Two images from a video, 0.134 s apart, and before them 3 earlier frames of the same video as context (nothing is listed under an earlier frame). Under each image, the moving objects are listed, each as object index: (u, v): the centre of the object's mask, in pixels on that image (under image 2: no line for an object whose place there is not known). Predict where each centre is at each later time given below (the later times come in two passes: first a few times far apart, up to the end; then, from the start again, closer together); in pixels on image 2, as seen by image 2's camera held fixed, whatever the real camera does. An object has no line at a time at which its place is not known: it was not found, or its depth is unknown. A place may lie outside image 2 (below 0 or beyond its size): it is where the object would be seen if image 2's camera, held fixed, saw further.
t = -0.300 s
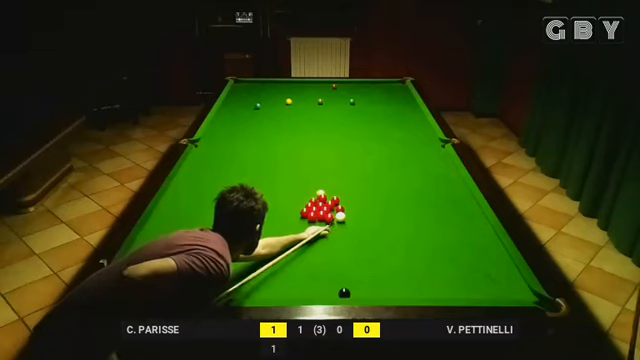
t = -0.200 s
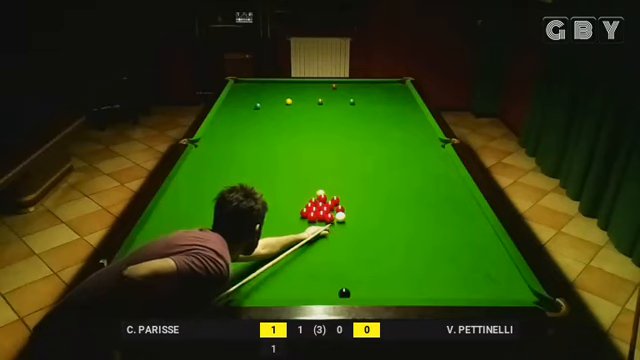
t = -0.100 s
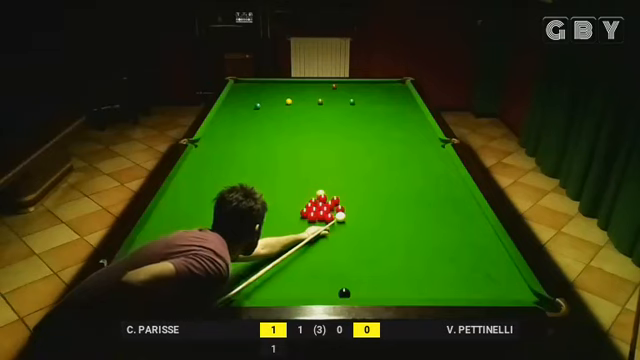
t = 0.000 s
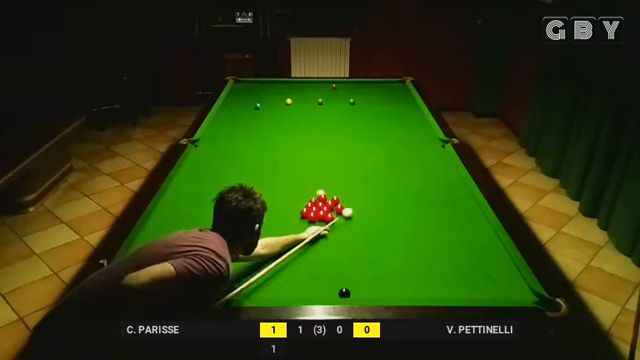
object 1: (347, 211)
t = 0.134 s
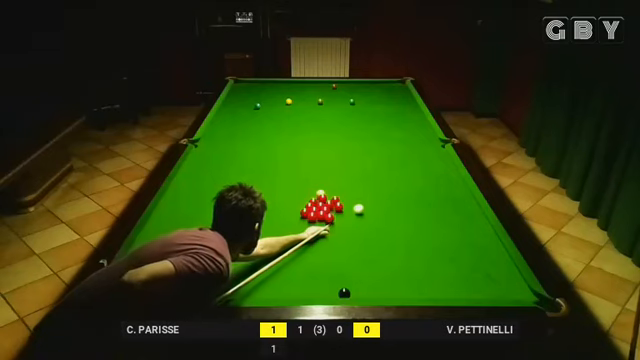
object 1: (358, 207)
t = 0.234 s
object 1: (366, 204)
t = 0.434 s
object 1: (380, 200)
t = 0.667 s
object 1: (396, 194)
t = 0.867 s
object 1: (409, 190)
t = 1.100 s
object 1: (422, 186)
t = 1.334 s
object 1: (435, 182)
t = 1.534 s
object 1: (444, 179)
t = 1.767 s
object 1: (455, 176)
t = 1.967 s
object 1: (451, 174)
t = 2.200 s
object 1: (444, 172)
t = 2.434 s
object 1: (437, 171)
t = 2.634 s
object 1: (432, 169)
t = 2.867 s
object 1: (427, 168)
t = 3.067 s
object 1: (424, 167)
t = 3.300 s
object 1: (420, 166)
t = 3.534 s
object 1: (417, 166)
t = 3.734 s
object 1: (415, 165)
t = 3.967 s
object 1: (414, 165)
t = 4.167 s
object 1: (413, 165)
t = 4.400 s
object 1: (412, 165)
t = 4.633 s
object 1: (413, 165)
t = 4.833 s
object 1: (413, 165)
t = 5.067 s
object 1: (412, 165)
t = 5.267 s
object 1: (413, 165)
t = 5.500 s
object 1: (413, 165)
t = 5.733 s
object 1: (413, 165)
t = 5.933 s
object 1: (413, 165)
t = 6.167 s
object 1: (412, 165)
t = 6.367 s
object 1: (412, 165)
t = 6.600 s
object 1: (412, 165)
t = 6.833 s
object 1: (412, 165)
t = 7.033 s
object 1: (412, 165)
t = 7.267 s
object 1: (412, 165)
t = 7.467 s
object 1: (412, 165)
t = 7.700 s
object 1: (412, 165)
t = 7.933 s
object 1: (412, 165)
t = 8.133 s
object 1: (412, 165)
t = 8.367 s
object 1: (412, 165)
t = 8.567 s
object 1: (412, 165)
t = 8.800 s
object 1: (412, 165)
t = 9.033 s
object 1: (412, 165)
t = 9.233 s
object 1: (412, 165)
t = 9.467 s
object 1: (412, 165)
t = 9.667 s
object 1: (412, 165)
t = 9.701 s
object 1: (412, 165)
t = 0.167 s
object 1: (361, 206)
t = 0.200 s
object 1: (363, 205)
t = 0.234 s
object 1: (366, 204)
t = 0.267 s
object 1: (368, 203)
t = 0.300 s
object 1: (371, 202)
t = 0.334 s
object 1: (373, 202)
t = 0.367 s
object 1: (376, 201)
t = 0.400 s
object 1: (378, 200)
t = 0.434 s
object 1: (380, 200)
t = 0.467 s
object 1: (383, 198)
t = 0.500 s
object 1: (385, 198)
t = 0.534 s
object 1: (388, 197)
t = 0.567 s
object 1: (390, 196)
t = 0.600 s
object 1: (392, 196)
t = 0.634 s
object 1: (394, 195)
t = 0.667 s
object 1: (396, 194)
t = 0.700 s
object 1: (398, 194)
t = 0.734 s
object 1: (400, 193)
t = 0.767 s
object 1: (403, 193)
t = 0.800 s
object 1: (405, 192)
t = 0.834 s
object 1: (407, 191)
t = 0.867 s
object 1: (409, 190)
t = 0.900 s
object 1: (411, 190)
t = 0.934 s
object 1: (413, 189)
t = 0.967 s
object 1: (415, 189)
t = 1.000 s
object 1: (417, 188)
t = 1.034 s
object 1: (419, 187)
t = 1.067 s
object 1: (420, 187)
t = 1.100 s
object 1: (422, 186)
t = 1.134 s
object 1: (424, 186)
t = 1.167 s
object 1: (426, 185)
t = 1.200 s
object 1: (428, 185)
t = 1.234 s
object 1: (429, 184)
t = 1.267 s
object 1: (431, 183)
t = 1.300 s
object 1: (433, 183)
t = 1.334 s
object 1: (435, 182)
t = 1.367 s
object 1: (436, 182)
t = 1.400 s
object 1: (438, 181)
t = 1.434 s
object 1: (440, 181)
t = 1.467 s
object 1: (441, 180)
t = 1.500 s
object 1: (443, 180)
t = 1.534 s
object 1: (444, 179)
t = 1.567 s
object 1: (446, 179)
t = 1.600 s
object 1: (447, 179)
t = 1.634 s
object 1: (449, 178)
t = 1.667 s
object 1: (450, 177)
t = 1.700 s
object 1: (452, 177)
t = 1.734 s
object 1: (453, 176)
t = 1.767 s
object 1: (455, 176)
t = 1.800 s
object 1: (456, 176)
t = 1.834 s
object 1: (456, 175)
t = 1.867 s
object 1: (455, 175)
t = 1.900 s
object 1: (454, 175)
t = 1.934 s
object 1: (453, 174)
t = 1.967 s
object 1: (451, 174)
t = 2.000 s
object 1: (450, 174)
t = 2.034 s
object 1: (449, 174)
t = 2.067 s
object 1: (448, 173)
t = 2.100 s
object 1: (447, 173)
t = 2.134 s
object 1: (446, 173)
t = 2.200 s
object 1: (444, 172)
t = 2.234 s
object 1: (443, 172)
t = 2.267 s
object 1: (442, 172)
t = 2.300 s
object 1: (441, 171)
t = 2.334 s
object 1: (440, 171)
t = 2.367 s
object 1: (439, 171)
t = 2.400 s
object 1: (438, 171)
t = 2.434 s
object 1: (437, 171)
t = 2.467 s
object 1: (436, 170)
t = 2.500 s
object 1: (436, 171)
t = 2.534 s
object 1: (435, 170)
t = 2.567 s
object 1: (434, 170)
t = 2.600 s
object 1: (433, 170)
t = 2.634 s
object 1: (432, 169)
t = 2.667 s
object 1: (432, 169)
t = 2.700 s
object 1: (431, 169)
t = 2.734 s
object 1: (430, 169)
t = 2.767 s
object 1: (430, 169)
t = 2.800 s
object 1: (429, 169)
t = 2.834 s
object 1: (428, 168)
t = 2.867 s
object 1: (427, 168)
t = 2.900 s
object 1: (427, 168)
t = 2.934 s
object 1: (426, 168)
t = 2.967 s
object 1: (425, 168)
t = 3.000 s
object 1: (425, 168)
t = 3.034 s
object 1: (424, 167)
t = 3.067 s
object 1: (424, 167)
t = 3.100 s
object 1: (423, 167)
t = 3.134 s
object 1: (423, 167)
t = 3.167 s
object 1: (422, 167)
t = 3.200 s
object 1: (422, 167)
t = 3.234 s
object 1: (421, 167)
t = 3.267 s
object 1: (421, 167)
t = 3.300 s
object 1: (420, 166)
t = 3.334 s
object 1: (420, 166)
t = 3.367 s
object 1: (419, 166)
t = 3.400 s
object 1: (419, 166)
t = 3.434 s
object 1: (418, 166)
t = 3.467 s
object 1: (418, 166)
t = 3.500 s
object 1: (418, 166)
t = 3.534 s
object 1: (417, 166)
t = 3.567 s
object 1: (417, 166)
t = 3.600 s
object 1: (416, 166)
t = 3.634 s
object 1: (416, 166)
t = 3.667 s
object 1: (416, 165)
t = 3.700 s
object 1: (416, 165)
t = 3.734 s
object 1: (415, 165)
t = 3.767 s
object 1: (415, 165)
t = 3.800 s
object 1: (415, 165)
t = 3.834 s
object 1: (414, 165)
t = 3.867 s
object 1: (414, 165)
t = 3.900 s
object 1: (414, 165)
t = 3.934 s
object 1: (414, 165)
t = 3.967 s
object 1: (414, 165)
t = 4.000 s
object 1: (414, 165)
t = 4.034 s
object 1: (414, 165)
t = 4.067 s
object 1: (414, 165)
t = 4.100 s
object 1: (413, 165)
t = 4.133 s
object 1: (413, 165)
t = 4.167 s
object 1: (413, 165)
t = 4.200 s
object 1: (413, 165)
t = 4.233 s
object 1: (413, 165)
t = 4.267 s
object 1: (413, 165)
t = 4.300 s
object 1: (413, 165)
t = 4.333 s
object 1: (413, 165)
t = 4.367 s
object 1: (413, 165)
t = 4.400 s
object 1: (412, 165)
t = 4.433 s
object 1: (413, 165)
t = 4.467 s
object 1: (413, 165)
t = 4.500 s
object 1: (413, 165)
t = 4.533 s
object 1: (413, 165)
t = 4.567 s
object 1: (413, 165)
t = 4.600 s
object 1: (413, 165)
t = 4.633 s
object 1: (413, 165)
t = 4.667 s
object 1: (413, 165)
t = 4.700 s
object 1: (413, 165)
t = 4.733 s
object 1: (413, 165)
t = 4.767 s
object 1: (413, 165)
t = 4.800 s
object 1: (413, 165)
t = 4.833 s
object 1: (413, 165)
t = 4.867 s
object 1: (413, 165)
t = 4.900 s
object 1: (413, 165)
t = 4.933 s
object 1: (413, 165)
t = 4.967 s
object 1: (413, 165)
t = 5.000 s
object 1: (413, 165)
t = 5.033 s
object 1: (413, 165)
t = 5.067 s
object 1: (412, 165)
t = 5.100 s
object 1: (412, 165)
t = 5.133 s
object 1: (413, 165)
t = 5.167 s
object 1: (413, 165)
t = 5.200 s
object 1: (413, 165)
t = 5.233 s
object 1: (413, 165)
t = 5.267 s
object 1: (413, 165)
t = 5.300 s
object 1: (413, 165)
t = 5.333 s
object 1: (413, 165)
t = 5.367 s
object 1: (413, 165)
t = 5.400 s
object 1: (413, 165)
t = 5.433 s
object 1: (413, 165)
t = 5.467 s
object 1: (413, 165)
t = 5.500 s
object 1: (413, 165)
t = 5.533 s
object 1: (413, 165)
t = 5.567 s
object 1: (413, 165)
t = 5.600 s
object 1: (413, 165)
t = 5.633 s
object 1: (413, 165)
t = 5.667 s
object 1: (413, 165)
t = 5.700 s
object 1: (412, 165)
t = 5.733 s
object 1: (413, 165)
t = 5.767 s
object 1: (412, 165)
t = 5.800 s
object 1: (413, 165)
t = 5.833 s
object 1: (413, 165)
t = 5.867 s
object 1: (413, 165)
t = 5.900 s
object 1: (412, 165)
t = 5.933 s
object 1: (413, 165)
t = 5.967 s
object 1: (412, 165)
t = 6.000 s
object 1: (413, 165)
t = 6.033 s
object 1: (413, 165)
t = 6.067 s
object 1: (413, 165)
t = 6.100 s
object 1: (413, 165)
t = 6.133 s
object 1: (412, 165)
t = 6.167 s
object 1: (412, 165)
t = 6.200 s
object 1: (412, 165)
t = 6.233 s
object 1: (412, 165)
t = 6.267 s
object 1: (412, 165)
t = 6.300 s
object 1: (412, 165)
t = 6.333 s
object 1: (412, 165)
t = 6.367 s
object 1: (412, 165)
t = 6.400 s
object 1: (412, 165)
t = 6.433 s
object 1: (412, 165)
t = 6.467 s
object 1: (412, 165)
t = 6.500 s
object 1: (412, 165)
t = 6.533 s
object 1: (412, 165)
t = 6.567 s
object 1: (412, 165)
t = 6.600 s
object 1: (412, 165)
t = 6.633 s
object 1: (412, 165)
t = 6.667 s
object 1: (412, 165)
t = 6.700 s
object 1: (412, 165)
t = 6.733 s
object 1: (412, 165)
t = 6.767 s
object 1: (412, 165)
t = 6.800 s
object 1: (412, 165)
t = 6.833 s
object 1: (412, 165)
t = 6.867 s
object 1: (412, 165)
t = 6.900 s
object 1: (412, 165)
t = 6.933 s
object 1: (412, 165)
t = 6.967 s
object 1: (412, 165)
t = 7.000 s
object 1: (412, 165)
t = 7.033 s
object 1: (412, 165)
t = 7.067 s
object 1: (412, 165)
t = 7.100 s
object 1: (412, 165)
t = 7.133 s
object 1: (412, 165)
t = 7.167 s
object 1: (412, 165)
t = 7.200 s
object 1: (412, 165)
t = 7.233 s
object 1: (412, 165)
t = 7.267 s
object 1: (412, 165)
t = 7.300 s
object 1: (412, 165)
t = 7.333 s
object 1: (412, 165)
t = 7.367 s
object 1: (412, 165)
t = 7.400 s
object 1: (412, 165)
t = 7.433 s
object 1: (412, 165)
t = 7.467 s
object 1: (412, 165)
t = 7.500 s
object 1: (412, 165)
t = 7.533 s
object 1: (412, 165)
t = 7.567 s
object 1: (412, 165)
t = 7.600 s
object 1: (412, 165)
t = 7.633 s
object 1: (412, 165)
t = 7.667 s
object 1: (412, 165)
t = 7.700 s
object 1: (412, 165)
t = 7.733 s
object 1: (412, 165)
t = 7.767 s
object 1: (412, 165)
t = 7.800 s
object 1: (412, 165)
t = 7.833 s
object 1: (412, 165)
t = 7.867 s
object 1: (412, 165)
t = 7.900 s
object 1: (412, 165)
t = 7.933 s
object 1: (412, 165)
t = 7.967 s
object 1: (412, 165)
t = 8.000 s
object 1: (412, 165)
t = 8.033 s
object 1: (412, 165)
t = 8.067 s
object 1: (412, 165)
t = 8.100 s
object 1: (412, 165)
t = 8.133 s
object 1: (412, 165)
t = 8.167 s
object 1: (412, 165)
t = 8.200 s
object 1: (412, 165)
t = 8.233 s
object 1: (412, 165)
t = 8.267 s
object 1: (412, 165)
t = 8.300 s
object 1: (412, 165)
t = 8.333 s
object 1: (412, 165)
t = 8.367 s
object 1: (412, 165)
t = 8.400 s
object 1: (412, 165)
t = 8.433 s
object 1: (412, 165)
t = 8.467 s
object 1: (412, 165)
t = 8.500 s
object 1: (412, 165)
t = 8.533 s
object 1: (412, 165)
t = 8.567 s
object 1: (412, 165)
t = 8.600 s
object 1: (412, 165)
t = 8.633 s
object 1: (412, 165)
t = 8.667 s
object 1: (412, 165)
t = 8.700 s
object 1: (412, 165)
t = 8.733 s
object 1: (412, 165)
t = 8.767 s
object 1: (412, 165)
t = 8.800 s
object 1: (412, 165)
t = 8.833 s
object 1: (412, 165)
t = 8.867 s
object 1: (412, 165)
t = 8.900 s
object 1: (412, 165)
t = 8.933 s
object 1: (412, 165)
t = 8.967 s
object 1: (412, 165)
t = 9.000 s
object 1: (412, 165)
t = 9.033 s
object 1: (412, 165)
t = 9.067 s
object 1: (412, 165)
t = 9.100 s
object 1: (412, 165)
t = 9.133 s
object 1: (412, 165)
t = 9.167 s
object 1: (412, 165)
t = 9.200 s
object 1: (412, 165)
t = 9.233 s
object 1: (412, 165)
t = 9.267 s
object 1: (412, 165)
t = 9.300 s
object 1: (412, 165)
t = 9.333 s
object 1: (412, 165)
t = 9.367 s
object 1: (412, 165)
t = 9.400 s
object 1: (412, 165)
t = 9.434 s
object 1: (412, 165)
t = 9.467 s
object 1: (412, 165)
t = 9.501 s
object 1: (412, 165)
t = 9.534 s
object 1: (412, 165)
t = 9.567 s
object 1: (412, 165)
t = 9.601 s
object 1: (412, 165)
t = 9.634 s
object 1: (412, 165)
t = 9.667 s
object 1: (412, 165)
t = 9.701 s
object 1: (412, 165)
